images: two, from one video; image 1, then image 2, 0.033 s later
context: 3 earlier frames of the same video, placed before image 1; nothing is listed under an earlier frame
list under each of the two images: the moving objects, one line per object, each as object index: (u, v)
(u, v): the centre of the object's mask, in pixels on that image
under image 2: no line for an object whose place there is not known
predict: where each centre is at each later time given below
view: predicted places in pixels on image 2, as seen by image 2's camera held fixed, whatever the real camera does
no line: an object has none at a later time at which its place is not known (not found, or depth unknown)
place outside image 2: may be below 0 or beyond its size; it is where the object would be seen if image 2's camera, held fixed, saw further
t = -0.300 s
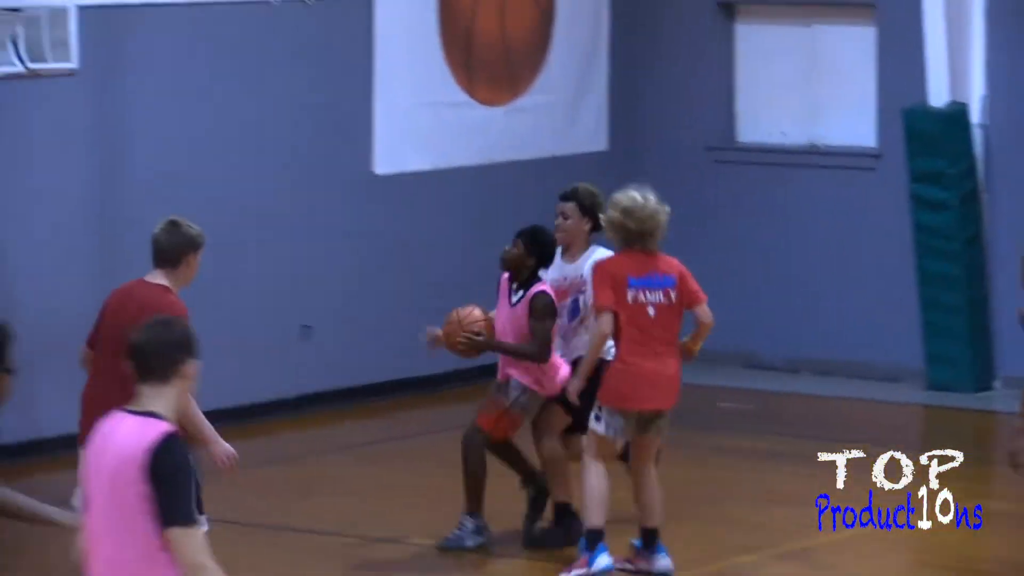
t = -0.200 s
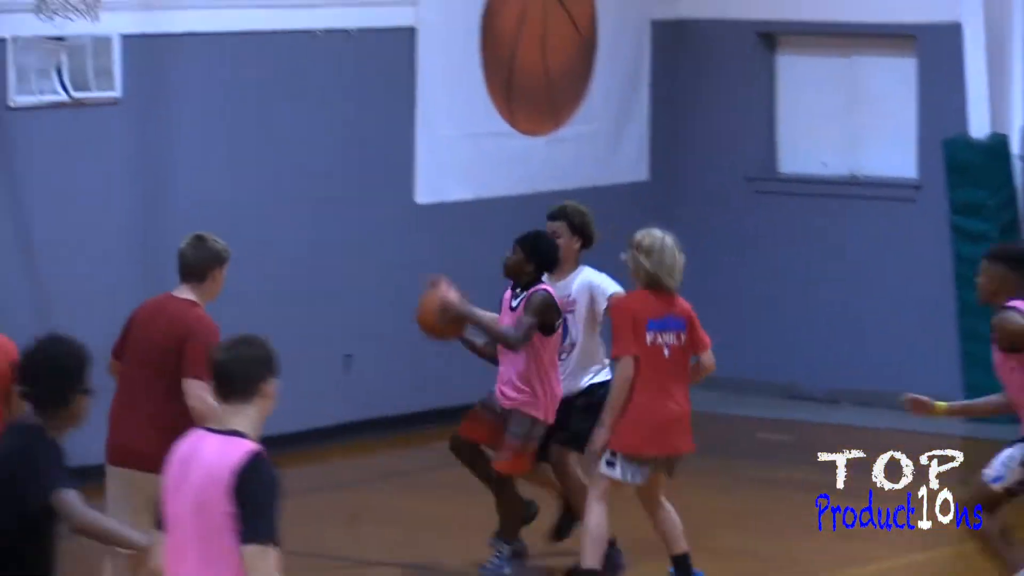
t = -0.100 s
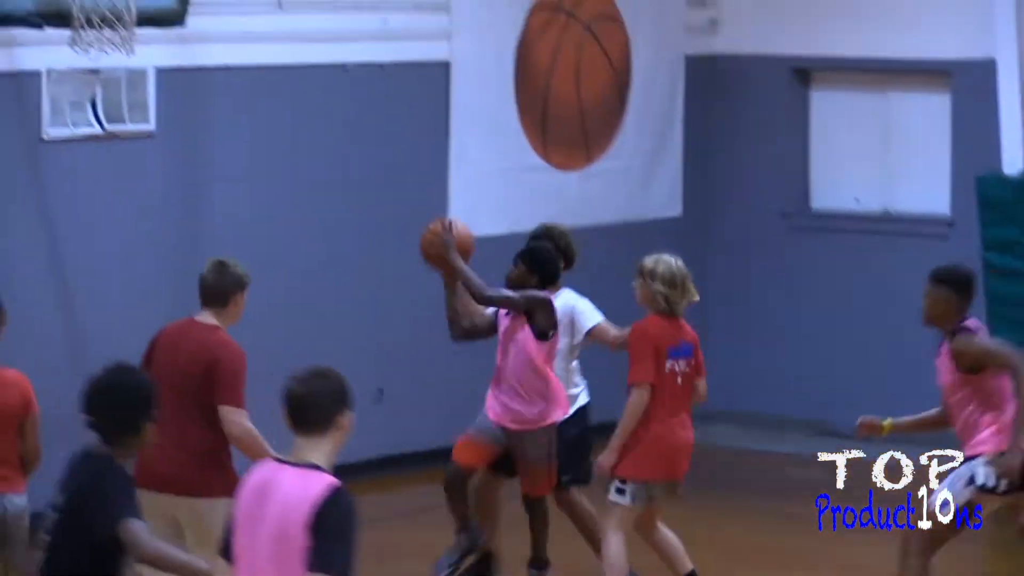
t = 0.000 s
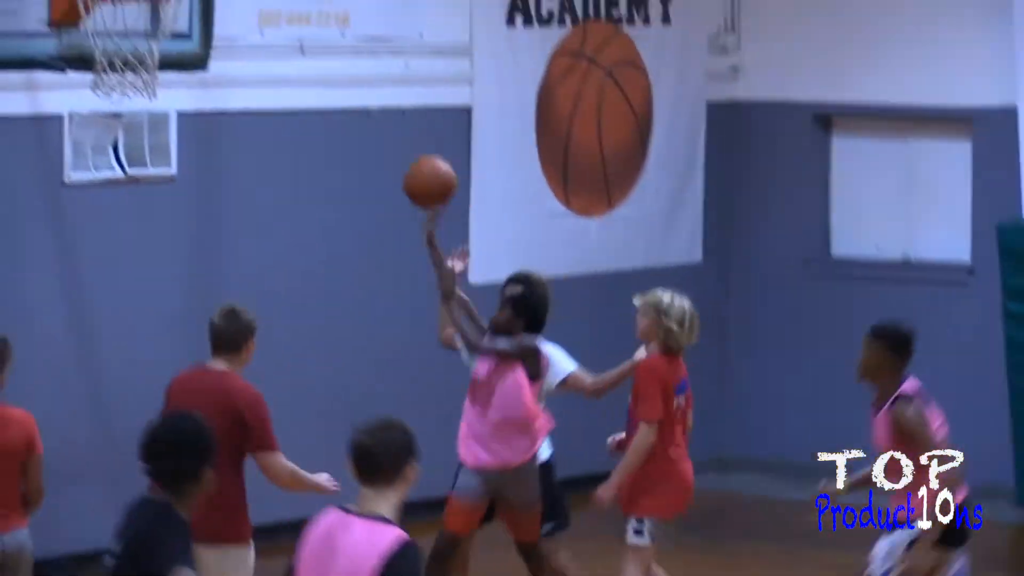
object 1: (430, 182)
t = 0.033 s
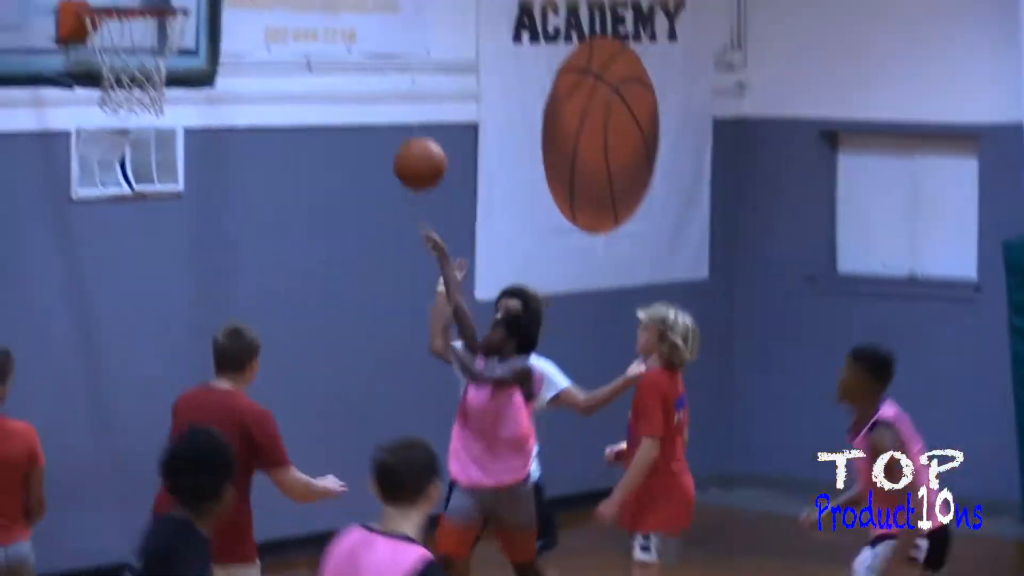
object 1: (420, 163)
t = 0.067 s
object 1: (403, 131)
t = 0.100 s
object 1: (386, 100)
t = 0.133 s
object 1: (369, 73)
